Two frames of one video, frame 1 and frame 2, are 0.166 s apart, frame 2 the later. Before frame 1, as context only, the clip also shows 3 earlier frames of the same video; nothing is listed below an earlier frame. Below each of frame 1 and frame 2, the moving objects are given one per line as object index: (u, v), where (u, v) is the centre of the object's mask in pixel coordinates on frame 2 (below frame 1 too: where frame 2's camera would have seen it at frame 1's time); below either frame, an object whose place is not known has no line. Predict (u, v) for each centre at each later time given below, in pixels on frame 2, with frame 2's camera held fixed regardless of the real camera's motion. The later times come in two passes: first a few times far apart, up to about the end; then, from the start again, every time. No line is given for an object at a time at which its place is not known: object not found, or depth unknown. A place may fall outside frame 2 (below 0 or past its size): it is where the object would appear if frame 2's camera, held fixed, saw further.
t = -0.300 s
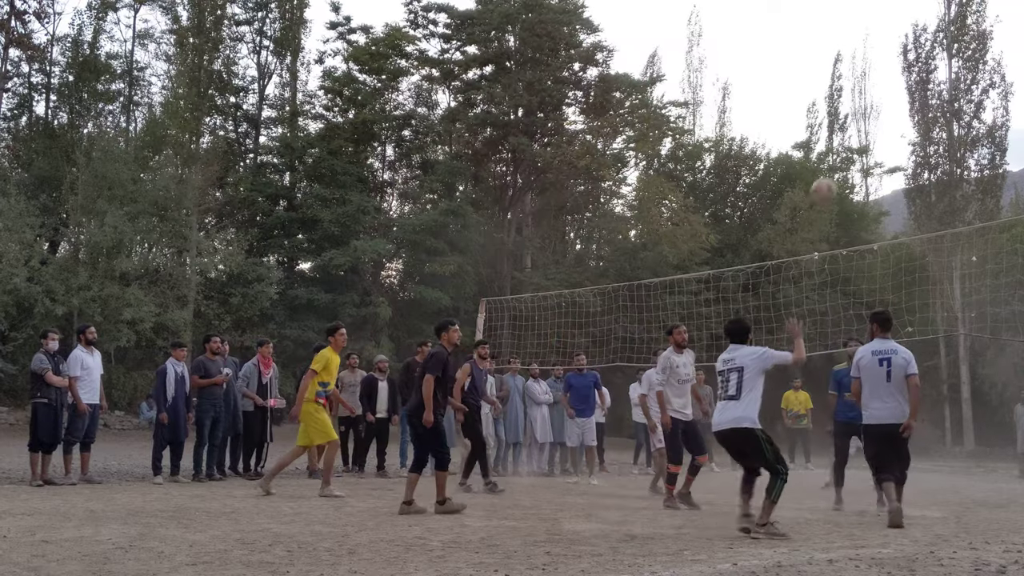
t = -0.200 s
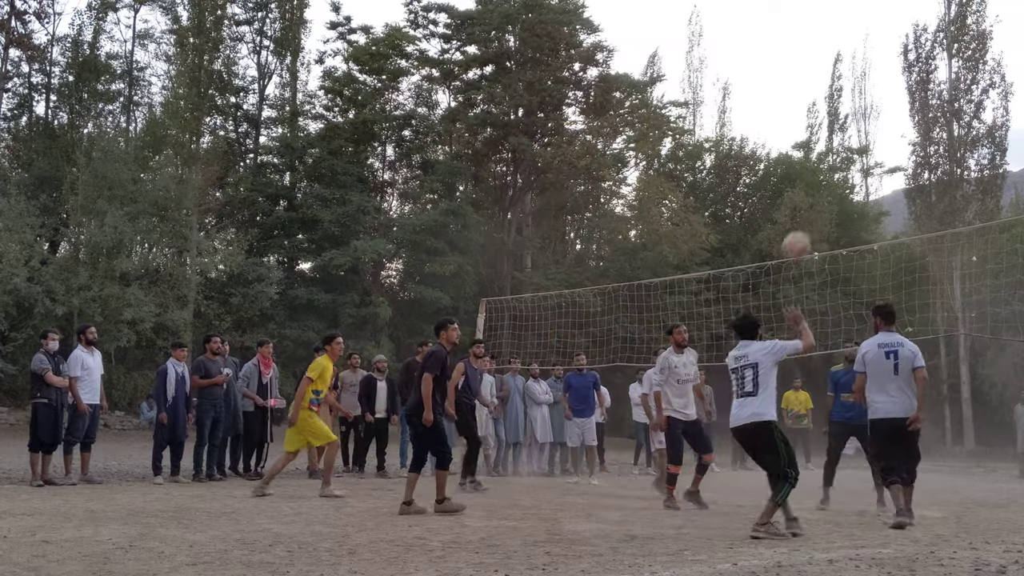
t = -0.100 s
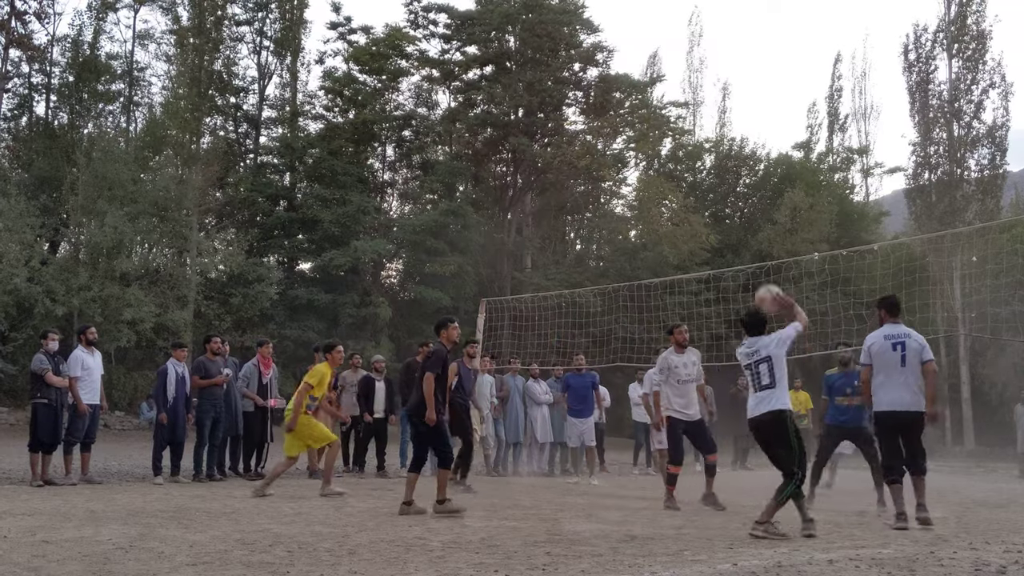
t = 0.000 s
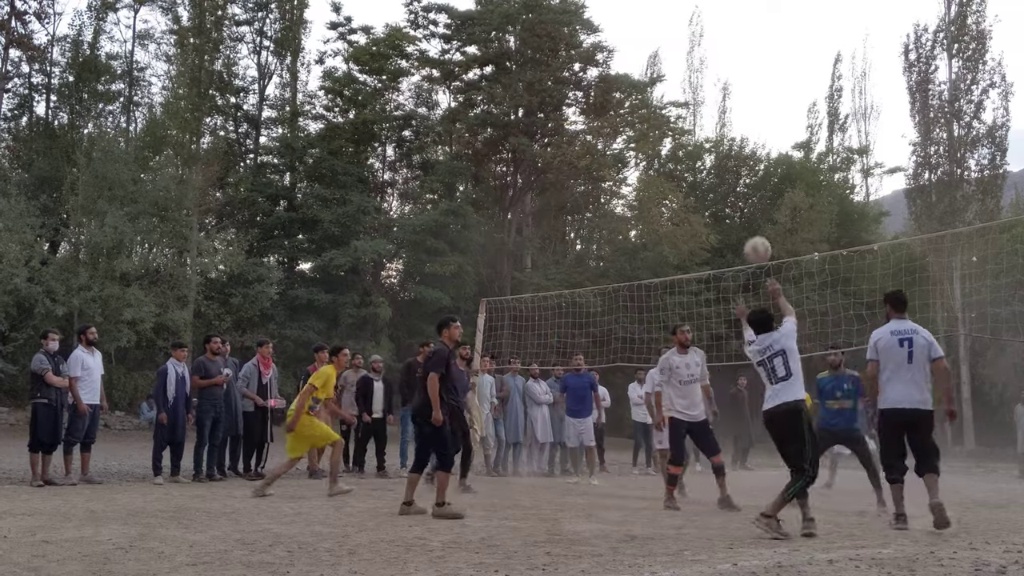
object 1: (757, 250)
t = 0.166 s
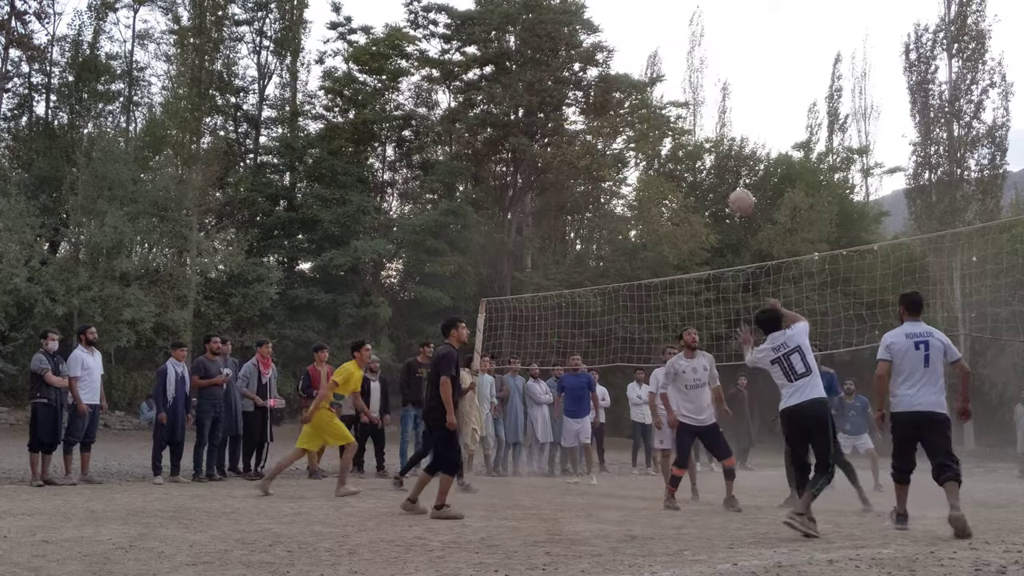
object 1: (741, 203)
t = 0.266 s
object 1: (734, 192)
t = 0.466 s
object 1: (720, 197)
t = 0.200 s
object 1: (738, 196)
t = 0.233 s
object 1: (736, 194)
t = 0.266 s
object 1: (734, 192)
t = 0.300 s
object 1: (731, 188)
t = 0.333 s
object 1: (728, 188)
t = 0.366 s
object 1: (726, 189)
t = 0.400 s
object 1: (724, 191)
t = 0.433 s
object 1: (721, 194)
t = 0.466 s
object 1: (720, 197)
